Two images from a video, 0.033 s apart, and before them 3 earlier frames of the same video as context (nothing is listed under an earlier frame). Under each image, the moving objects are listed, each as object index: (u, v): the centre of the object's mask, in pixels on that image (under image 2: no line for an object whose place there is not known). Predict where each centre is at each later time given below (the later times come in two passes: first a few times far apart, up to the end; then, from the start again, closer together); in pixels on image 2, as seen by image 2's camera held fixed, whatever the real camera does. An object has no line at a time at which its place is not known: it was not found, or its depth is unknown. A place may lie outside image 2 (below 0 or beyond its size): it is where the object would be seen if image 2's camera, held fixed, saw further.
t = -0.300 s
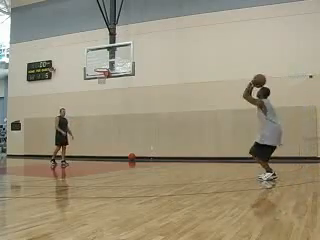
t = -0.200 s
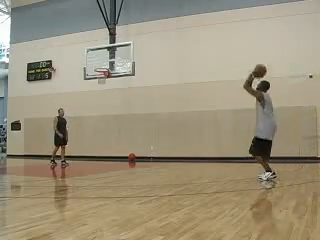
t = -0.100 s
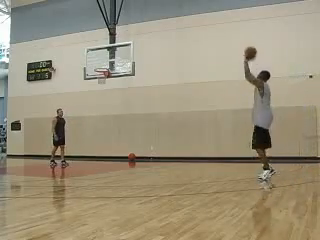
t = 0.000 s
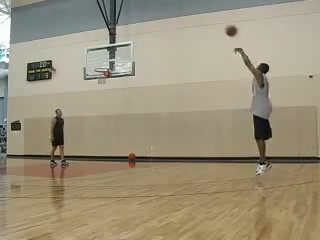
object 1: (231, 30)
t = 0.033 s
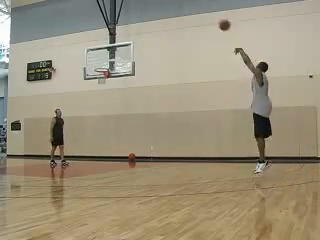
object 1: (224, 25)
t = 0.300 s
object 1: (179, 3)
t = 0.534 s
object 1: (149, 5)
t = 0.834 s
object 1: (119, 34)
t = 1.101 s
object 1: (99, 70)
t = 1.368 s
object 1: (103, 75)
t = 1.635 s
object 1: (100, 83)
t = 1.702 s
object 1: (100, 85)
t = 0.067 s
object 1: (218, 19)
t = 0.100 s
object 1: (211, 16)
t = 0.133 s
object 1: (205, 12)
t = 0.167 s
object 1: (200, 9)
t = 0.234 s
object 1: (189, 4)
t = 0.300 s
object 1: (179, 3)
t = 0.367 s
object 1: (169, 2)
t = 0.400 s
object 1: (165, 2)
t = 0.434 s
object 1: (161, 3)
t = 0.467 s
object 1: (157, 3)
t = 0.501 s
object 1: (153, 4)
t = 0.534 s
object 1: (149, 5)
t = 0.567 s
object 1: (145, 7)
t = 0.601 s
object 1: (142, 10)
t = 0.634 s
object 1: (138, 12)
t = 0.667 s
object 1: (135, 15)
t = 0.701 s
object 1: (131, 19)
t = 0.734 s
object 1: (128, 22)
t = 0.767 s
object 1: (125, 26)
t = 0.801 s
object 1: (122, 30)
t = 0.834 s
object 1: (119, 34)
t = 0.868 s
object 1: (117, 38)
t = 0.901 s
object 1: (113, 43)
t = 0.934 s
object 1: (111, 48)
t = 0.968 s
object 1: (107, 52)
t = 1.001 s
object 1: (105, 59)
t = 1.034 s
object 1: (103, 64)
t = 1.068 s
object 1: (99, 69)
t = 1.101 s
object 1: (99, 70)
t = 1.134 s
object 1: (100, 73)
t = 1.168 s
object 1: (103, 74)
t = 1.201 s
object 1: (103, 73)
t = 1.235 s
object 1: (104, 73)
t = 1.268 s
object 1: (104, 73)
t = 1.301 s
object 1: (104, 73)
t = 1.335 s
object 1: (103, 74)
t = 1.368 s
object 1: (103, 75)
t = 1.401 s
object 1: (102, 75)
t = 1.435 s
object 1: (101, 77)
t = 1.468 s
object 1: (101, 78)
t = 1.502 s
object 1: (100, 80)
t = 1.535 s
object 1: (100, 80)
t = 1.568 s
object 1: (100, 81)
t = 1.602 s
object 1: (100, 82)
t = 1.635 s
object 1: (100, 83)
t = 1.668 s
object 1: (100, 84)
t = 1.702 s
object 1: (100, 85)
